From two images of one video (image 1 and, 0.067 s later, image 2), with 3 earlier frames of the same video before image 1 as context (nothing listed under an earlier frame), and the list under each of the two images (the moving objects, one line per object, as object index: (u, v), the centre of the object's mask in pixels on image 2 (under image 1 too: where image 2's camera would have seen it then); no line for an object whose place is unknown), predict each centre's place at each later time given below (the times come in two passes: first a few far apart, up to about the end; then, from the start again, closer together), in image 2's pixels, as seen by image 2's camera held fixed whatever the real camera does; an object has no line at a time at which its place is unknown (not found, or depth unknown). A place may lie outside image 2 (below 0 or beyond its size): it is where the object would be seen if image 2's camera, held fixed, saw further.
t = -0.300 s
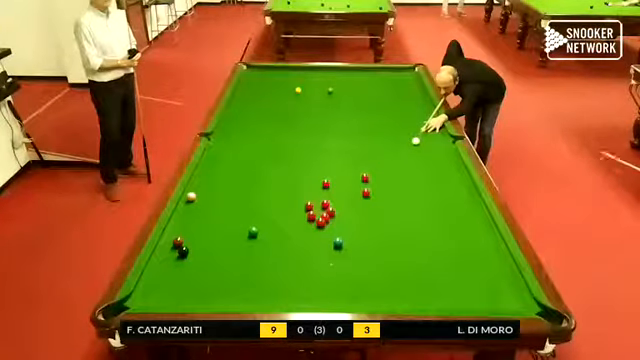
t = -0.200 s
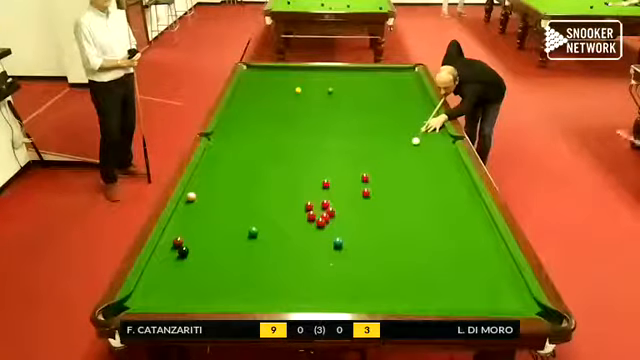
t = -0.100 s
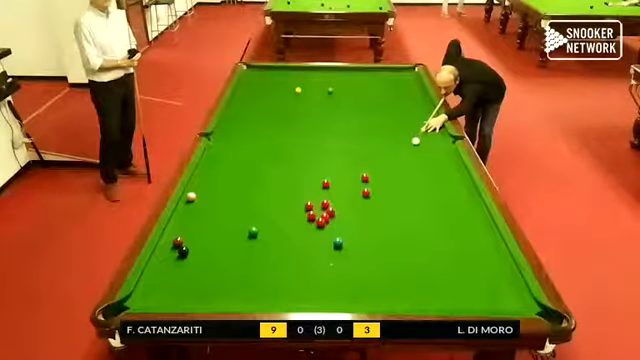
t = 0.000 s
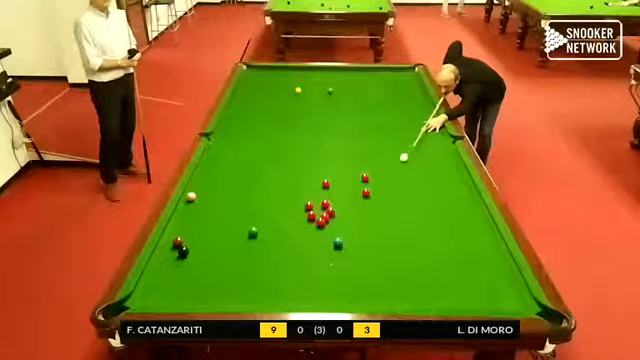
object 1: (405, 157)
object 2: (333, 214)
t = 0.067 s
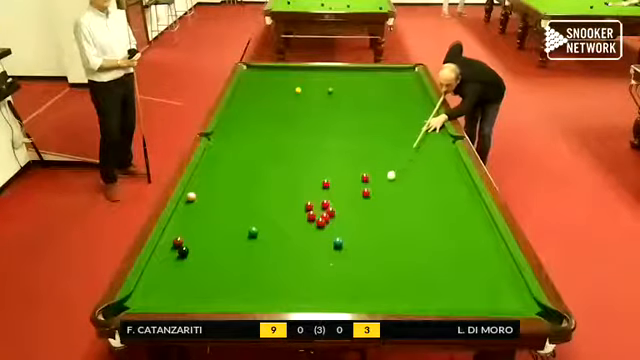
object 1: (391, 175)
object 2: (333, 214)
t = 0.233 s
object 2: (333, 214)
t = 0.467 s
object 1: (379, 282)
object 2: (333, 214)
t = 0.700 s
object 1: (393, 273)
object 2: (333, 214)
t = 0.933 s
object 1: (398, 239)
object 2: (333, 214)
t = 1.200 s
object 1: (404, 209)
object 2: (333, 214)
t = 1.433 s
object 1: (408, 187)
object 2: (333, 214)
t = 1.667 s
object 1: (411, 169)
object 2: (333, 214)
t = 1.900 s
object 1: (415, 153)
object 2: (333, 214)
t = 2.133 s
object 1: (417, 139)
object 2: (338, 214)
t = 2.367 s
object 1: (420, 127)
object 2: (342, 214)
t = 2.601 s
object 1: (423, 116)
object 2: (345, 214)
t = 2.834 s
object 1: (424, 107)
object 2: (349, 214)
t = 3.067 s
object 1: (426, 99)
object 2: (350, 215)
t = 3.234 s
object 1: (425, 95)
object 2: (350, 214)
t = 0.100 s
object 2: (333, 214)
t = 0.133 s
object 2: (333, 214)
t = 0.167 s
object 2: (333, 214)
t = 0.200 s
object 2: (333, 214)
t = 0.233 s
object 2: (333, 214)
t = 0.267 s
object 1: (347, 240)
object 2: (333, 214)
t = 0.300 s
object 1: (353, 246)
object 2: (333, 214)
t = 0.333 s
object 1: (359, 252)
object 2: (333, 214)
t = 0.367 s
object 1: (364, 259)
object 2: (333, 214)
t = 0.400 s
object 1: (369, 266)
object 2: (333, 214)
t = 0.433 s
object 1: (374, 274)
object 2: (333, 214)
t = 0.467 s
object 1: (379, 282)
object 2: (333, 214)
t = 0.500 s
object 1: (383, 291)
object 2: (333, 214)
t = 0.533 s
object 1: (388, 300)
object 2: (333, 214)
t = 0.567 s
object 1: (390, 300)
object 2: (333, 214)
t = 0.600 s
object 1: (391, 292)
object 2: (333, 214)
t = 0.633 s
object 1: (391, 285)
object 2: (333, 214)
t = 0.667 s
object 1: (392, 279)
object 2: (333, 214)
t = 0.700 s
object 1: (393, 273)
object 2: (333, 214)
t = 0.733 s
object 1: (394, 267)
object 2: (333, 214)
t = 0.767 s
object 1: (394, 262)
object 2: (333, 214)
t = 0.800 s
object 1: (395, 257)
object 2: (333, 214)
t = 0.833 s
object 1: (396, 253)
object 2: (333, 214)
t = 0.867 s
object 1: (397, 248)
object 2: (333, 214)
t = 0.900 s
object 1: (398, 244)
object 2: (333, 214)
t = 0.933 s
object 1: (398, 239)
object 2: (333, 214)
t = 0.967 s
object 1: (399, 235)
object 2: (333, 214)
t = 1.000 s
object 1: (399, 231)
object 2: (333, 214)
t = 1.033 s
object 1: (400, 227)
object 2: (333, 214)
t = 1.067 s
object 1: (401, 223)
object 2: (333, 214)
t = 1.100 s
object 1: (402, 219)
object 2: (333, 214)
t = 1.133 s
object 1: (402, 216)
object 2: (333, 214)
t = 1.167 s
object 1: (403, 213)
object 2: (333, 214)
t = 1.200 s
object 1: (404, 209)
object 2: (333, 214)
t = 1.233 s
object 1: (404, 206)
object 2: (333, 214)
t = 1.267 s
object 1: (405, 202)
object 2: (333, 214)
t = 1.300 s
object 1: (405, 199)
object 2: (333, 214)
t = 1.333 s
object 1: (406, 196)
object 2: (333, 214)
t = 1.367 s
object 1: (407, 193)
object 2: (333, 214)
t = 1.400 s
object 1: (407, 190)
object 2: (333, 214)
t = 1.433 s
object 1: (408, 187)
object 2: (333, 214)
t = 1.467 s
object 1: (408, 184)
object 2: (333, 214)
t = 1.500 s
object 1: (409, 181)
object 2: (333, 214)
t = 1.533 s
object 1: (409, 179)
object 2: (333, 214)
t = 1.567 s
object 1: (410, 176)
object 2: (333, 214)
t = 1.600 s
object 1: (410, 174)
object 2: (333, 214)
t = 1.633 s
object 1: (411, 171)
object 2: (333, 214)
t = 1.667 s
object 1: (411, 169)
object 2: (333, 214)
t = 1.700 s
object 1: (412, 166)
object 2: (333, 214)
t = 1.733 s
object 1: (412, 164)
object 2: (333, 214)
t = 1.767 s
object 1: (413, 162)
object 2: (333, 214)
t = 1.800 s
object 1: (414, 160)
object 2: (333, 214)
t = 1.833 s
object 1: (414, 157)
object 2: (333, 214)
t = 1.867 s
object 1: (414, 155)
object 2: (333, 214)
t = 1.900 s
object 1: (415, 153)
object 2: (333, 214)
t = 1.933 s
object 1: (415, 151)
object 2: (333, 214)
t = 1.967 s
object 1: (416, 149)
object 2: (335, 214)
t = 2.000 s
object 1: (416, 146)
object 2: (335, 214)
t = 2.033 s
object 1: (416, 145)
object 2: (335, 214)
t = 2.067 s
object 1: (417, 143)
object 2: (336, 214)
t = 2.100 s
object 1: (417, 141)
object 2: (337, 214)
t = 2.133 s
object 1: (417, 139)
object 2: (338, 214)
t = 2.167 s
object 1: (418, 137)
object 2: (338, 214)
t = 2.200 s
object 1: (418, 135)
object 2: (339, 214)
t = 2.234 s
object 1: (419, 134)
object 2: (339, 214)
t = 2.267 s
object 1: (419, 132)
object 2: (340, 214)
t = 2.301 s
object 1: (419, 130)
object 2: (340, 214)
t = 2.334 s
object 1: (420, 128)
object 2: (341, 214)
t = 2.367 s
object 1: (420, 127)
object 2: (342, 214)
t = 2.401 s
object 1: (421, 125)
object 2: (342, 214)
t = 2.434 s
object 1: (421, 124)
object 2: (343, 214)
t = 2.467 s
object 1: (421, 122)
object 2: (345, 214)
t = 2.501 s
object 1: (421, 120)
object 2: (345, 214)
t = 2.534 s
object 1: (422, 119)
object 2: (345, 214)
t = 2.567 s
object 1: (422, 118)
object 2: (345, 214)
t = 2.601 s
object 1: (423, 116)
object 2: (345, 214)
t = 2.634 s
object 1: (423, 115)
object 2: (346, 214)
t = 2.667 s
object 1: (423, 113)
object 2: (346, 214)
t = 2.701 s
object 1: (424, 112)
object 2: (346, 214)
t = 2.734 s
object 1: (424, 111)
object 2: (347, 214)
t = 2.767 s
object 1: (424, 110)
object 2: (348, 214)
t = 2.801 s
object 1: (424, 108)
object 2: (348, 214)
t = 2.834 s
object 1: (424, 107)
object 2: (349, 214)
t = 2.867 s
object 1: (425, 106)
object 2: (349, 215)
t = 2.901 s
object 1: (425, 104)
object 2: (349, 214)
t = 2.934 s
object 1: (425, 103)
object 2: (349, 215)
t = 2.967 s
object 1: (425, 102)
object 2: (350, 215)
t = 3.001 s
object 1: (426, 101)
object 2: (349, 215)
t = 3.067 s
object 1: (426, 99)
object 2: (350, 215)
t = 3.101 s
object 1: (426, 99)
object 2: (350, 215)
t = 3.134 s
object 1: (426, 98)
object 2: (350, 215)
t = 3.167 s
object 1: (427, 97)
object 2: (350, 215)
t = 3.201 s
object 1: (426, 96)
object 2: (350, 214)
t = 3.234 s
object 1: (425, 95)
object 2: (350, 214)
